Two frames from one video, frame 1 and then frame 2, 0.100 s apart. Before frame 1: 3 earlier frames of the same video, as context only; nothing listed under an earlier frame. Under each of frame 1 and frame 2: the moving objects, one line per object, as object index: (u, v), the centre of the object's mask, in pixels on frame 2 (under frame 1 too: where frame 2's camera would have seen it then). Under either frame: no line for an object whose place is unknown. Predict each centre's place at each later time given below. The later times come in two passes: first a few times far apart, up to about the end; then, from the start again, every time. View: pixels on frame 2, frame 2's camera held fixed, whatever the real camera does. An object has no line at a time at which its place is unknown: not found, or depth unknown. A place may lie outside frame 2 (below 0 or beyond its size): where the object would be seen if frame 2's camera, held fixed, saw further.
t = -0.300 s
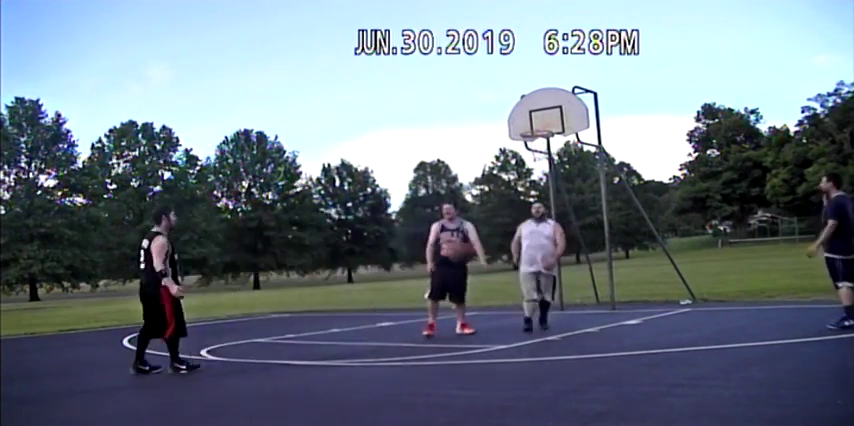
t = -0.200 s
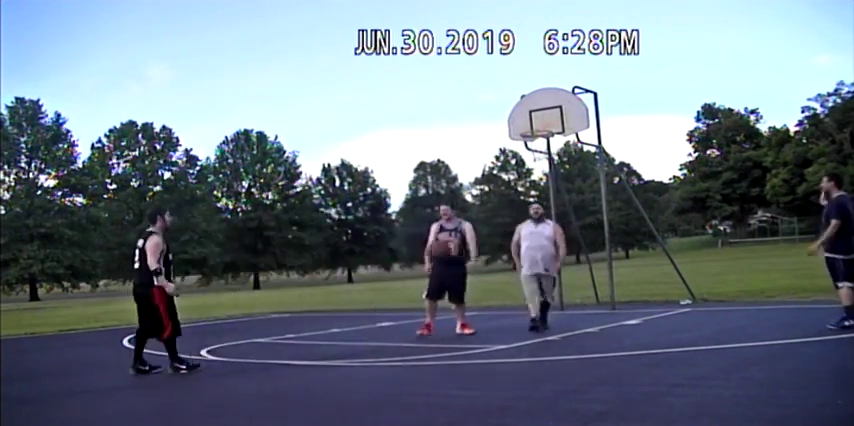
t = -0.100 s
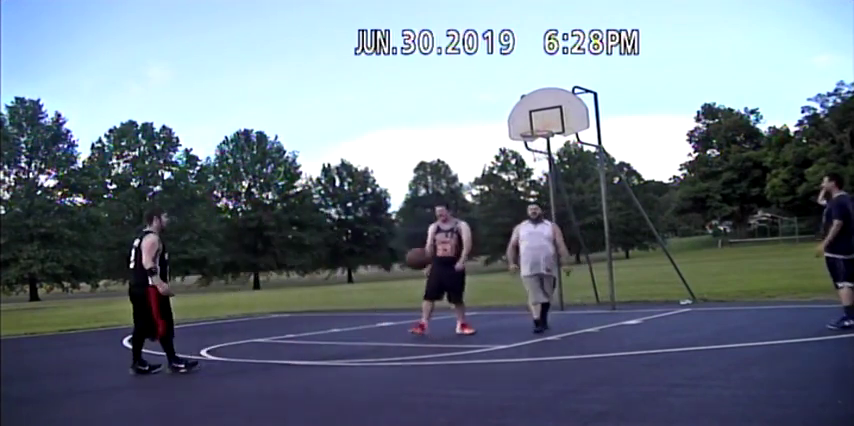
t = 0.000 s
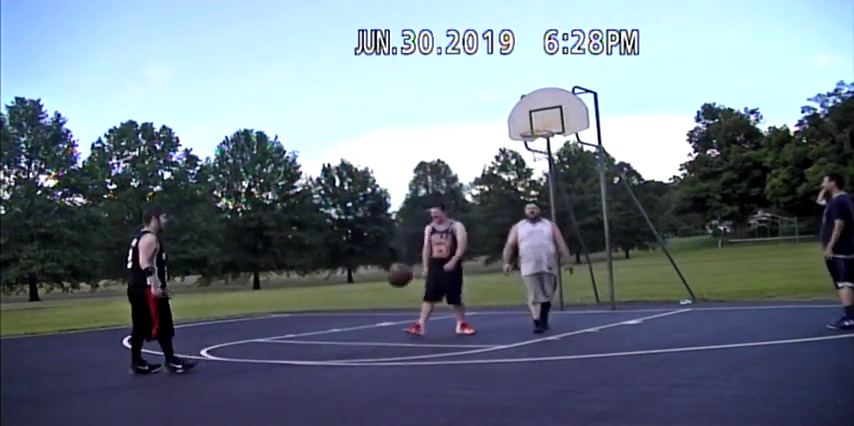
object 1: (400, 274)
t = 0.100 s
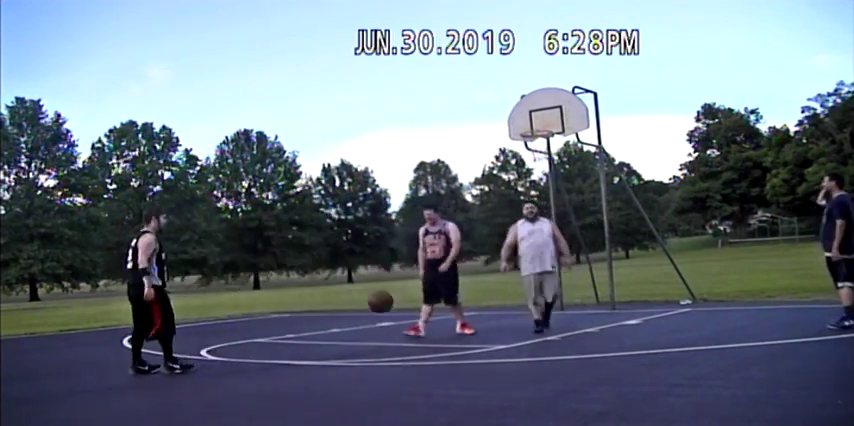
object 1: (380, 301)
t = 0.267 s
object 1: (349, 343)
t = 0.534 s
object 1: (295, 296)
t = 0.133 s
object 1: (375, 313)
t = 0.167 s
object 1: (368, 325)
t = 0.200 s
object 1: (362, 338)
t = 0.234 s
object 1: (357, 351)
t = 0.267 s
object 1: (349, 343)
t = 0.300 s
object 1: (343, 332)
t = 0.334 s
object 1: (336, 325)
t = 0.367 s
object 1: (329, 317)
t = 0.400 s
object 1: (322, 310)
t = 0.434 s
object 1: (315, 305)
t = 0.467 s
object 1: (308, 301)
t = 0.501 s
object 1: (302, 298)
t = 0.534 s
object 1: (295, 296)
